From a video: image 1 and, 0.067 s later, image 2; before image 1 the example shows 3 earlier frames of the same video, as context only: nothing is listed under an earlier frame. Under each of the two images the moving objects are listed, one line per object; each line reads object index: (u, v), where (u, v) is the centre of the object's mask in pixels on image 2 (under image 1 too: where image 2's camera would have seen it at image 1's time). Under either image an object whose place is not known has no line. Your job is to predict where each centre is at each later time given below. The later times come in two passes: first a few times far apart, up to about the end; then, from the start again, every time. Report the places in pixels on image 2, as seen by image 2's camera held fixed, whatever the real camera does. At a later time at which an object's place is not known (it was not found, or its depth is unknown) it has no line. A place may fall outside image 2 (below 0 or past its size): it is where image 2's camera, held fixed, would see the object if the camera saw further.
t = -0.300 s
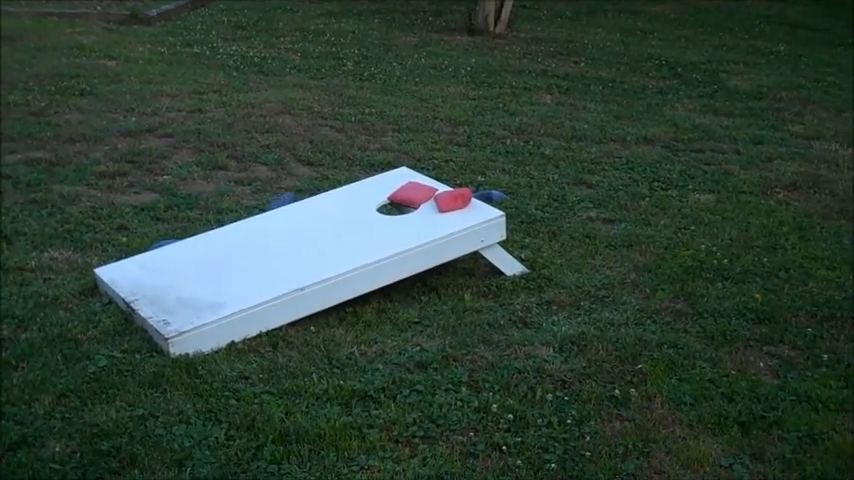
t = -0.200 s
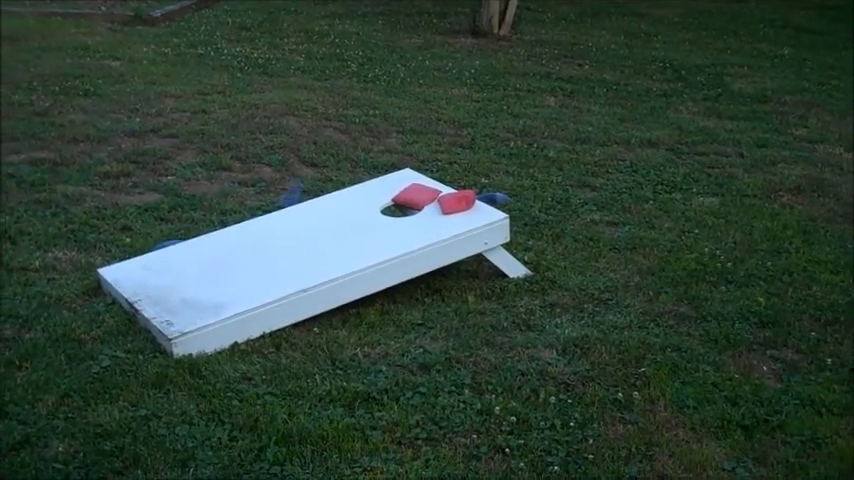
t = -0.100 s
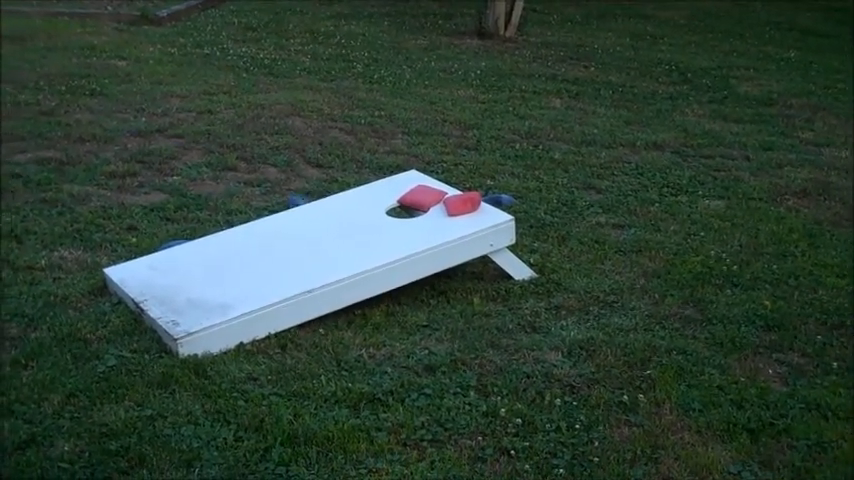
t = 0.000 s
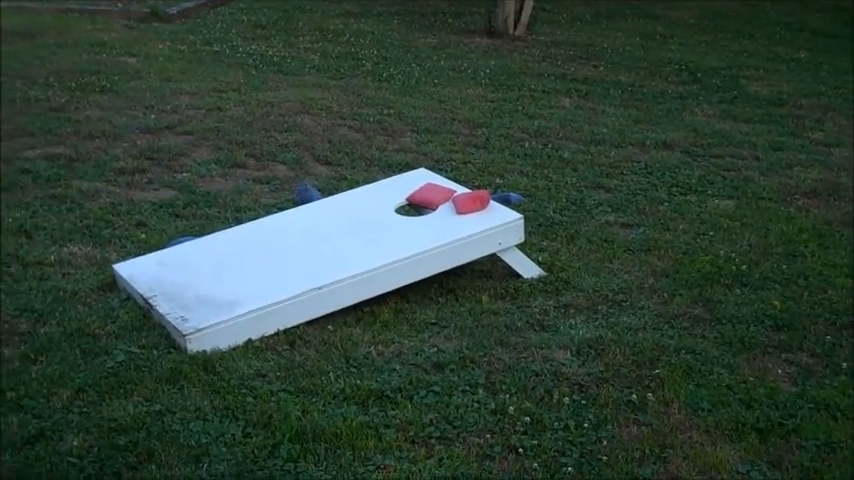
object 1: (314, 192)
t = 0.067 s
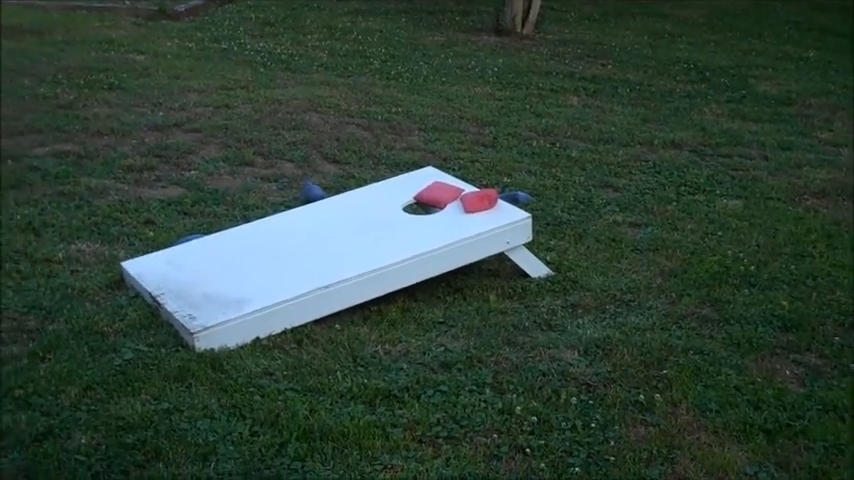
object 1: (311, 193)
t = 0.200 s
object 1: (303, 197)
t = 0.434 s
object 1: (303, 197)
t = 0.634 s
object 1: (303, 197)
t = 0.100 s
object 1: (309, 193)
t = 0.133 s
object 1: (307, 194)
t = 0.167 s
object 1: (305, 196)
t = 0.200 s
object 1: (303, 197)
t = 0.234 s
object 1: (303, 197)
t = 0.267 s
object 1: (303, 197)
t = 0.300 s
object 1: (303, 197)
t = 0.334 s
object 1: (303, 198)
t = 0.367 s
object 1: (303, 197)
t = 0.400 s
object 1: (303, 197)
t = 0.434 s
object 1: (303, 197)
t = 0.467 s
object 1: (303, 198)
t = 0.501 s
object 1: (303, 198)
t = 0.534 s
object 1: (303, 198)
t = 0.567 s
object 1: (303, 197)
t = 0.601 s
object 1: (303, 198)
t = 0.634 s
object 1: (303, 197)
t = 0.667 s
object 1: (303, 198)
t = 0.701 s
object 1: (303, 198)
